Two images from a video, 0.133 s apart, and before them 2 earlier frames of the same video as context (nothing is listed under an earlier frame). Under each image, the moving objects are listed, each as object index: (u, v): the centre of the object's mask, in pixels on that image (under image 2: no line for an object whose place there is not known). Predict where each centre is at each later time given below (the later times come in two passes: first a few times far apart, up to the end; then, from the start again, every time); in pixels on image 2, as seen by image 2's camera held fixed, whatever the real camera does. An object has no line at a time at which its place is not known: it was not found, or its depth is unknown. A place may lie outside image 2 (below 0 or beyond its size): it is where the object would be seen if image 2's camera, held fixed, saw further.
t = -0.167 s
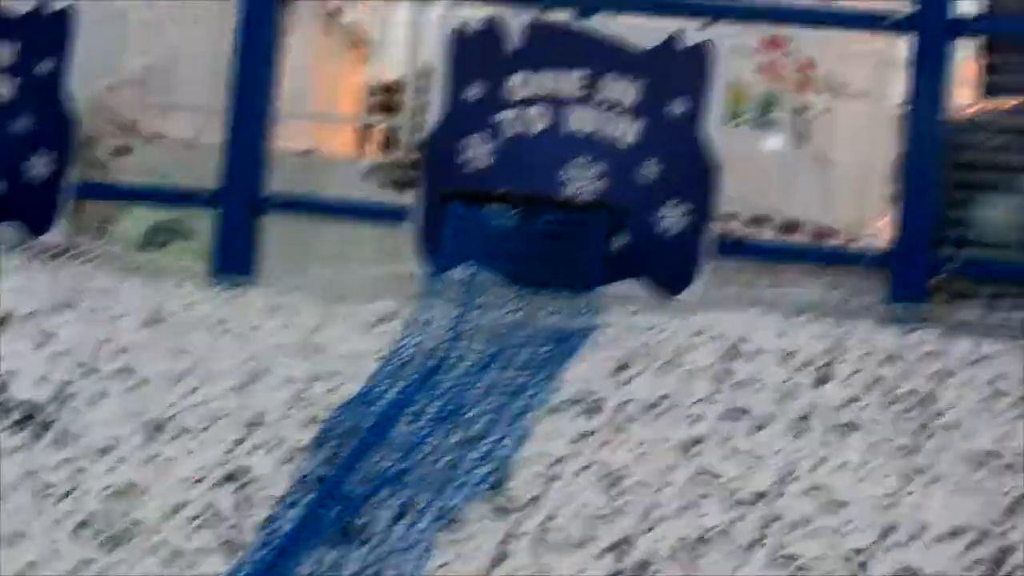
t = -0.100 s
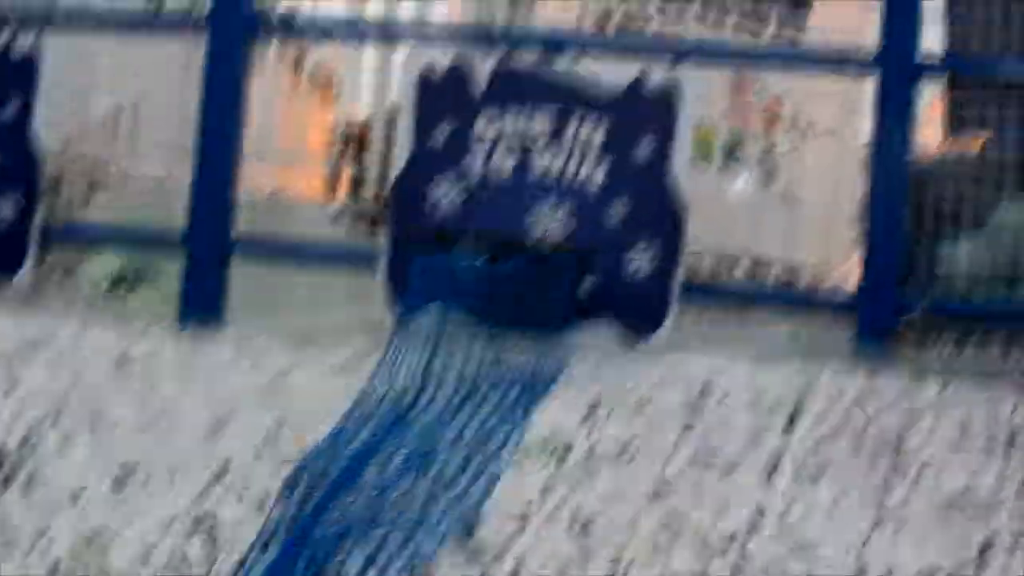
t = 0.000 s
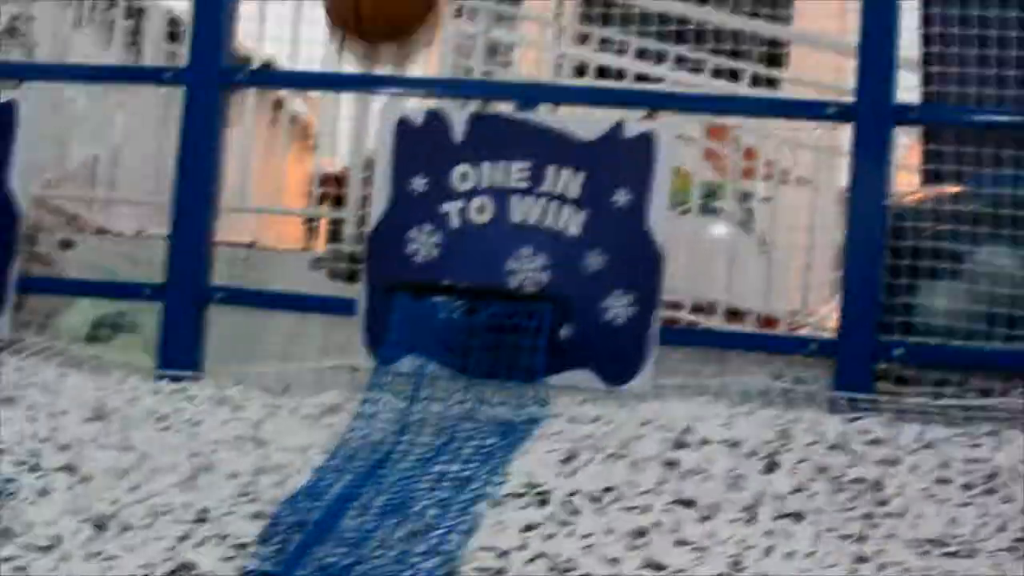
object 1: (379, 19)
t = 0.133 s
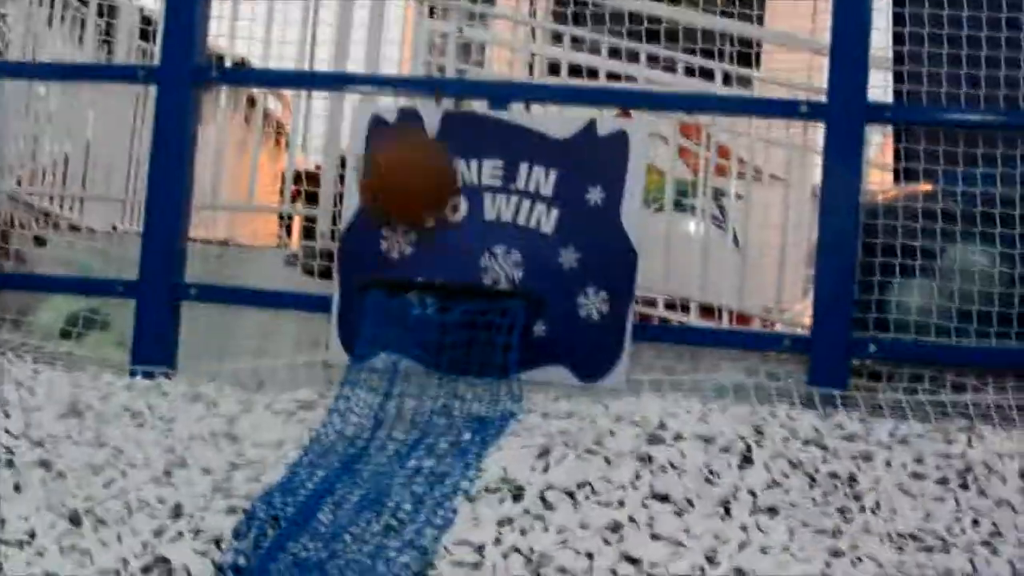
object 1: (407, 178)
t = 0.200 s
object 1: (431, 257)
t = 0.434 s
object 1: (612, 166)
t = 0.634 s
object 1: (756, 234)
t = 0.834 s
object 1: (704, 371)
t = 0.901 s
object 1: (692, 344)
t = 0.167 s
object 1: (417, 234)
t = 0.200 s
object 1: (431, 257)
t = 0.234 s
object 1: (454, 242)
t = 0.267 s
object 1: (480, 223)
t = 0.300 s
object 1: (507, 202)
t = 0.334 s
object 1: (538, 185)
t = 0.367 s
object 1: (563, 175)
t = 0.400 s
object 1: (588, 168)
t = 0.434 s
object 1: (612, 166)
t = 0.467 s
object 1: (637, 167)
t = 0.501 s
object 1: (664, 173)
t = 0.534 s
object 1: (687, 182)
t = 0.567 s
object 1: (712, 197)
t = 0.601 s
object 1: (735, 214)
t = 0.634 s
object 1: (756, 234)
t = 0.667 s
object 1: (776, 264)
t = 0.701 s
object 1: (766, 282)
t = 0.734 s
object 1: (750, 306)
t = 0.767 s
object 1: (732, 333)
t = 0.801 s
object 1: (715, 362)
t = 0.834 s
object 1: (704, 371)
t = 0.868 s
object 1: (696, 361)
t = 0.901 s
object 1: (692, 344)
